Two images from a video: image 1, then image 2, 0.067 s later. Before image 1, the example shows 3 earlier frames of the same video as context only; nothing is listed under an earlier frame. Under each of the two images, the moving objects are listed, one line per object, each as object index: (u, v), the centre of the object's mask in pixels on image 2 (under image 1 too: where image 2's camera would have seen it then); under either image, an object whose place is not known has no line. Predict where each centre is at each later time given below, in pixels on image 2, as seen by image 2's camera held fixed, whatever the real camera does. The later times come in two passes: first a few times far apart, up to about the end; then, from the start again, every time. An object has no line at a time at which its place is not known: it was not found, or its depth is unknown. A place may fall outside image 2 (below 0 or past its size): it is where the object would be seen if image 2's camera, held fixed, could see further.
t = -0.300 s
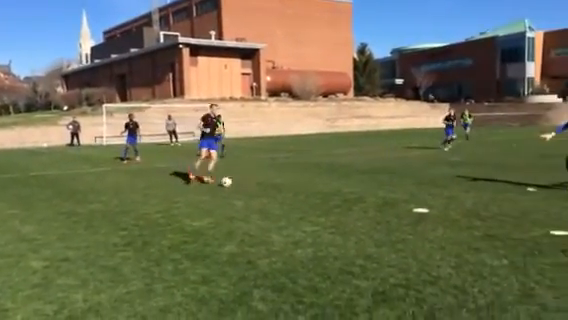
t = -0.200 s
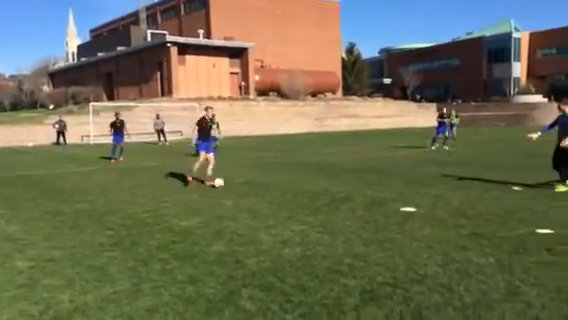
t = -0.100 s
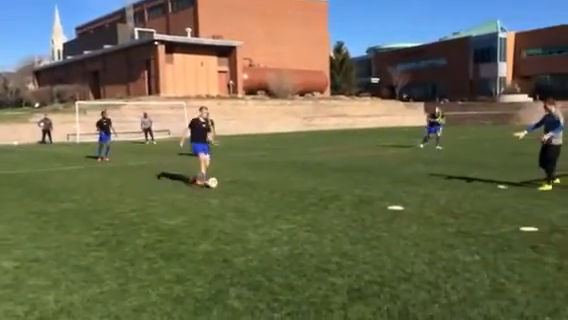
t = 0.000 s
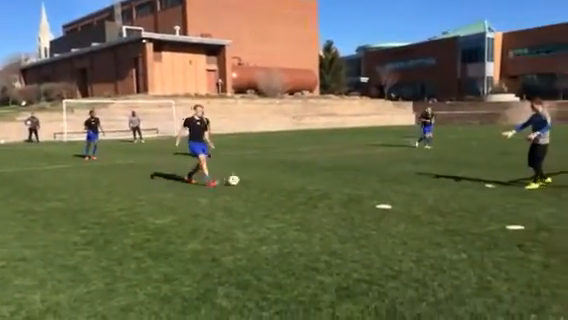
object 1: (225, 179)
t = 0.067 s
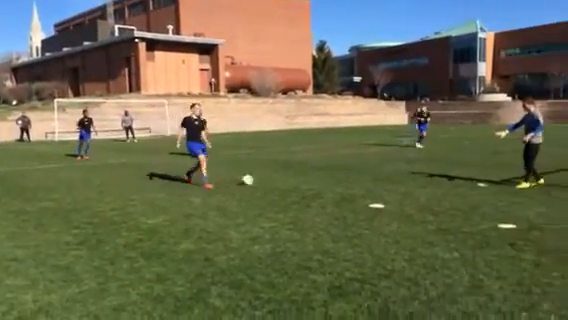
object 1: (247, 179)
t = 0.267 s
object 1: (304, 179)
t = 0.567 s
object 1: (372, 179)
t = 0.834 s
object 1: (425, 178)
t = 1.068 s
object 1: (470, 178)
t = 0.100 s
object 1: (257, 179)
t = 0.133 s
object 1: (267, 179)
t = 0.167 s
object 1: (277, 178)
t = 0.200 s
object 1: (286, 179)
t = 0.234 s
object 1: (296, 179)
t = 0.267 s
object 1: (304, 179)
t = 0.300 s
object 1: (312, 179)
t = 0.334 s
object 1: (320, 179)
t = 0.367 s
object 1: (328, 179)
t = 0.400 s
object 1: (336, 179)
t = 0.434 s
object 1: (344, 179)
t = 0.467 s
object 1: (351, 179)
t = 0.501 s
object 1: (358, 178)
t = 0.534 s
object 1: (365, 178)
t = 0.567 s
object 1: (372, 179)
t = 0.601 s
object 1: (379, 179)
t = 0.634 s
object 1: (385, 178)
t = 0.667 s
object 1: (392, 178)
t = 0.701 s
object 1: (399, 178)
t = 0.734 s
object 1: (406, 178)
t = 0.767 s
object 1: (412, 179)
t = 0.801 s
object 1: (419, 179)
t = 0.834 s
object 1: (425, 178)
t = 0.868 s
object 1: (432, 178)
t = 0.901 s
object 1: (438, 179)
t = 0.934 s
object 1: (445, 179)
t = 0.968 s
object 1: (451, 178)
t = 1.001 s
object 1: (457, 178)
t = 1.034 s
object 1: (464, 179)
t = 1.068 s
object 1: (470, 178)
